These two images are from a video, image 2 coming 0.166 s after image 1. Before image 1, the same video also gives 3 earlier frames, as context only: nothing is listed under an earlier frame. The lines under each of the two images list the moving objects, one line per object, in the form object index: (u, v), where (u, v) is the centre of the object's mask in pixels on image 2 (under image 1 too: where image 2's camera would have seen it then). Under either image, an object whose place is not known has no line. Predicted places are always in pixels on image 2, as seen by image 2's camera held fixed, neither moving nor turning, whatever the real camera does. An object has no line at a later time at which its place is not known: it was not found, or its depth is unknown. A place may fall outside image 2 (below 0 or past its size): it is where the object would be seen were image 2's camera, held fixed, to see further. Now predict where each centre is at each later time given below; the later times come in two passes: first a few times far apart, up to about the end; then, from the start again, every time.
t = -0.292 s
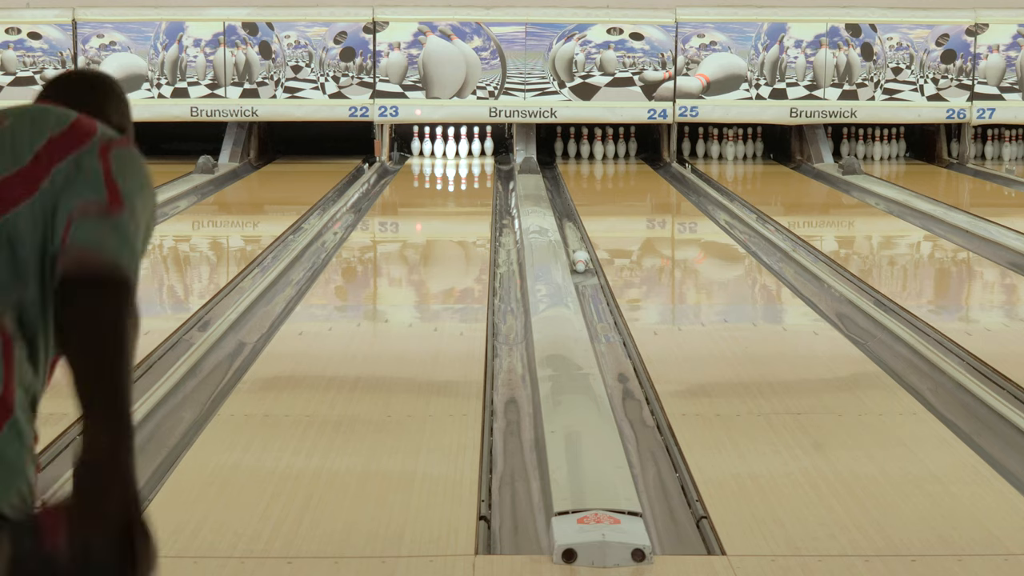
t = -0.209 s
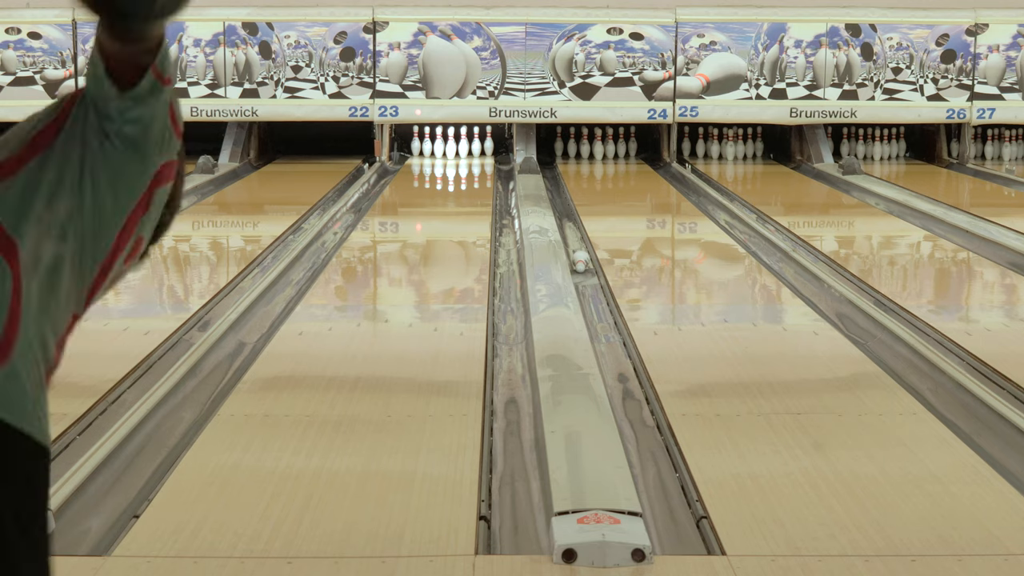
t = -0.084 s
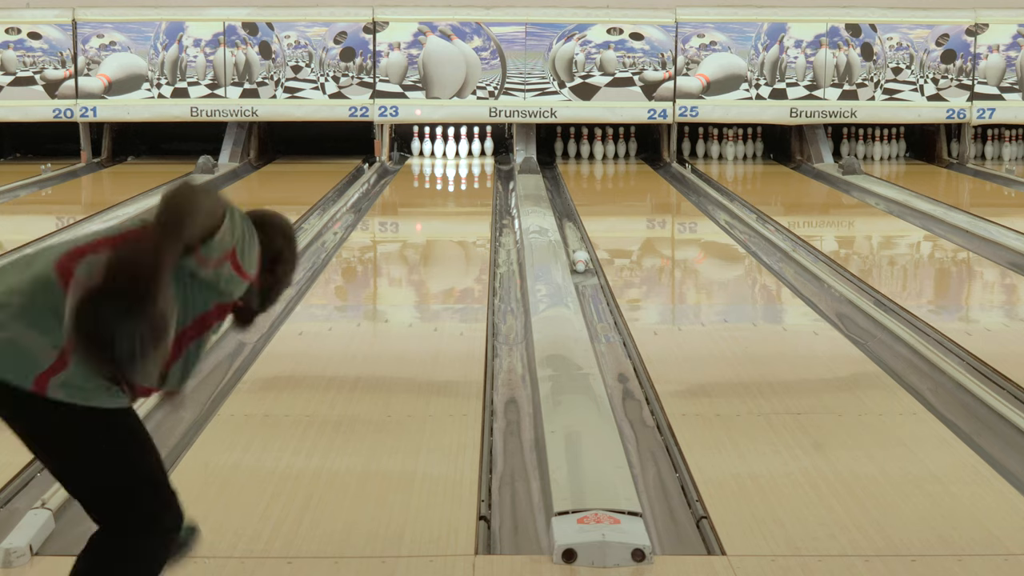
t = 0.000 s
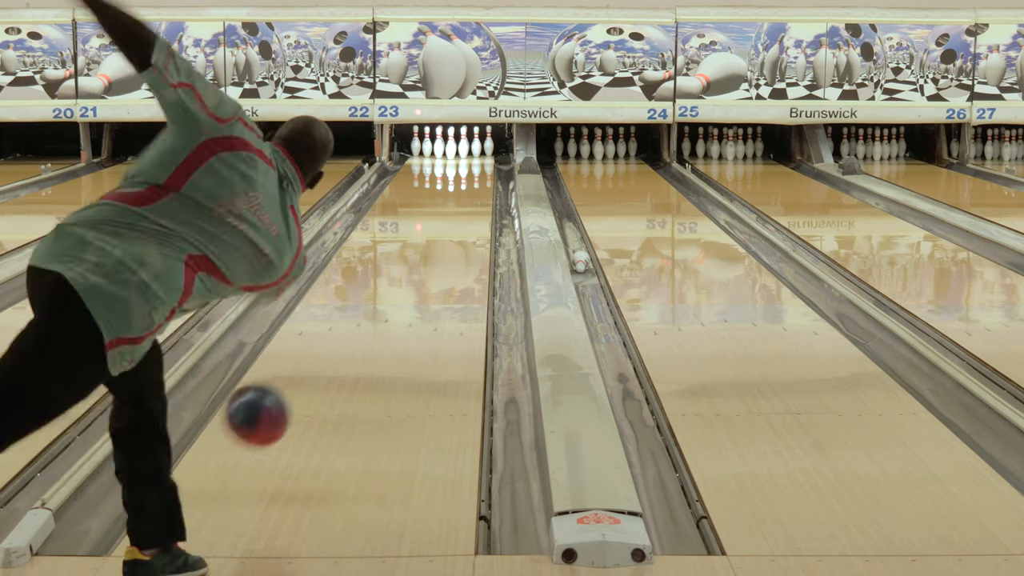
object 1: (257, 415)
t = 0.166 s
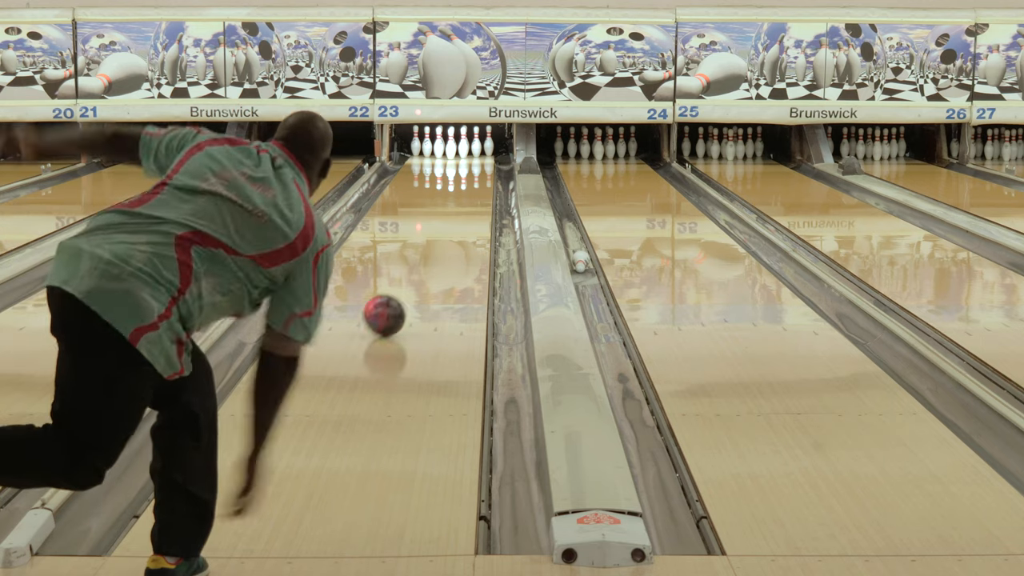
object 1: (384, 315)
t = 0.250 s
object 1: (399, 297)
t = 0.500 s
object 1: (433, 254)
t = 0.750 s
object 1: (455, 223)
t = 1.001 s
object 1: (471, 201)
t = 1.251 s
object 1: (480, 183)
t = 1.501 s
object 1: (480, 169)
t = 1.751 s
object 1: (472, 158)
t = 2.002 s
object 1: (465, 149)
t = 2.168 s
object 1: (463, 146)
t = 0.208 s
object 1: (392, 306)
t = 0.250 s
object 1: (399, 297)
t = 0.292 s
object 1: (406, 289)
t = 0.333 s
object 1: (412, 282)
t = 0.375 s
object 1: (418, 274)
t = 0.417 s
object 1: (423, 267)
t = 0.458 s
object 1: (428, 260)
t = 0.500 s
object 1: (433, 254)
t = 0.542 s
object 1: (437, 248)
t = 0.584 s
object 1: (441, 242)
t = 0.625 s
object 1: (445, 237)
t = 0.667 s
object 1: (449, 232)
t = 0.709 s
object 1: (453, 227)
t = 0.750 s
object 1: (455, 223)
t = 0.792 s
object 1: (459, 219)
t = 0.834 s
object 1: (462, 215)
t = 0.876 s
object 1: (464, 211)
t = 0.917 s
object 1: (467, 207)
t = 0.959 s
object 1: (469, 204)
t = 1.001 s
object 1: (471, 201)
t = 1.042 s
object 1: (473, 197)
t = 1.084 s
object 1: (475, 194)
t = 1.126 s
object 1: (476, 191)
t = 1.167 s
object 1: (478, 189)
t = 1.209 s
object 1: (479, 185)
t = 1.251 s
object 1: (480, 183)
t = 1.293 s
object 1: (481, 180)
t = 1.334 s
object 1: (481, 178)
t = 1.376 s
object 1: (481, 176)
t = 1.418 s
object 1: (481, 173)
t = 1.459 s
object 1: (481, 171)
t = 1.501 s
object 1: (480, 169)
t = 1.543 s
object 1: (480, 167)
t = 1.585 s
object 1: (478, 165)
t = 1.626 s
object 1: (477, 163)
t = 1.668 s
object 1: (476, 161)
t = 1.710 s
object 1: (474, 160)
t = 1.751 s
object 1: (472, 158)
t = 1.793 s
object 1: (470, 156)
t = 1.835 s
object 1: (468, 155)
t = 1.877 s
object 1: (465, 153)
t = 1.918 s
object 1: (463, 151)
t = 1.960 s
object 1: (464, 149)
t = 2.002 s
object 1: (465, 149)
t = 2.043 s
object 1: (465, 148)
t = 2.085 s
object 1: (464, 147)
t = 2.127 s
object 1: (464, 147)
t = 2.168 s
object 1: (463, 146)
